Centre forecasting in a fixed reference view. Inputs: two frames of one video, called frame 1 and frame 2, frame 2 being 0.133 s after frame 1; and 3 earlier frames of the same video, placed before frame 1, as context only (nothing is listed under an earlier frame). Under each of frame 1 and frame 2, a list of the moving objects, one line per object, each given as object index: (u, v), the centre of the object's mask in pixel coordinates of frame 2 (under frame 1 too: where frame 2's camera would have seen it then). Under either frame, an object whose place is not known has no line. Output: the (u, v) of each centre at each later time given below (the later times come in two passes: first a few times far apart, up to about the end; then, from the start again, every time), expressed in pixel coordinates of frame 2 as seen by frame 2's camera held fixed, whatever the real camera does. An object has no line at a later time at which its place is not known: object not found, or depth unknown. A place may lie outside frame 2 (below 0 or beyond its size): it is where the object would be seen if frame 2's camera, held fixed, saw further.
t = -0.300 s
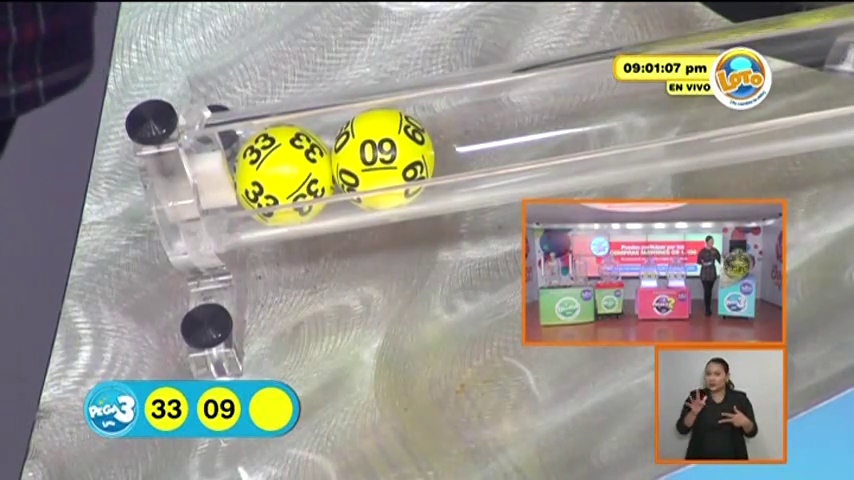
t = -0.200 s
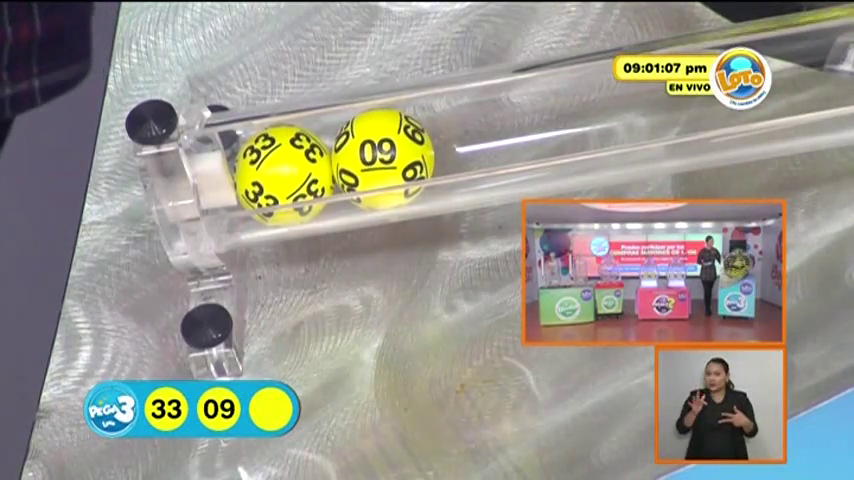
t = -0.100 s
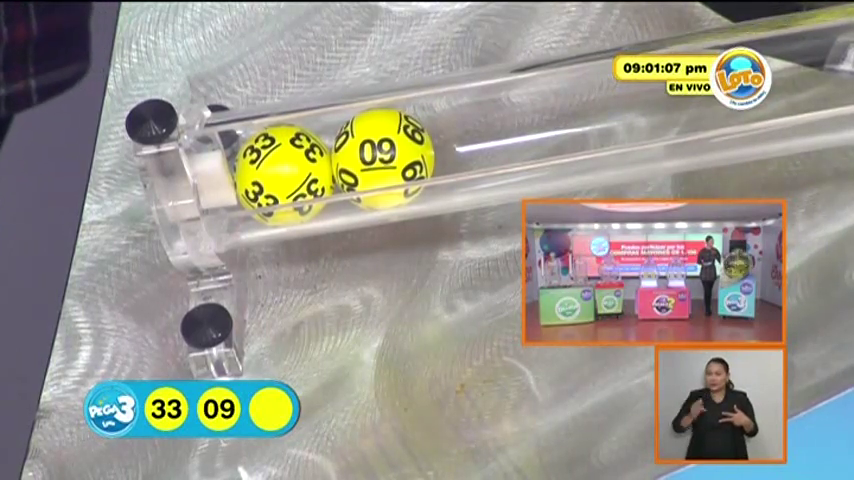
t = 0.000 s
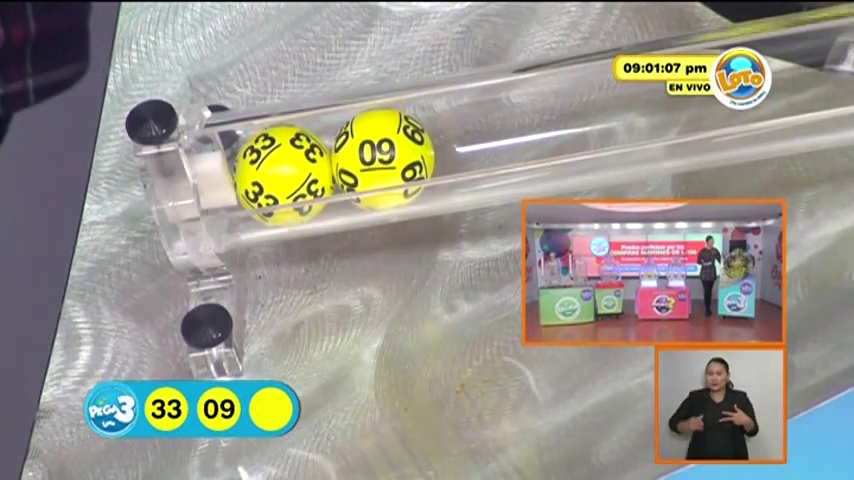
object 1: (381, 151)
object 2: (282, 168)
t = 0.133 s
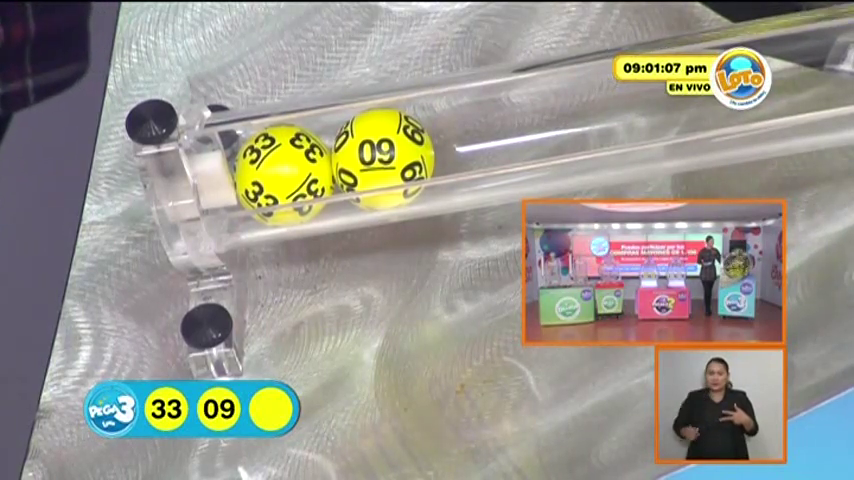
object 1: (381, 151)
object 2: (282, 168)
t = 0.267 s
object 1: (381, 151)
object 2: (282, 168)
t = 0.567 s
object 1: (409, 146)
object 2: (288, 166)
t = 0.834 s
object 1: (381, 151)
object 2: (282, 168)
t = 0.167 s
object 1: (381, 151)
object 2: (282, 168)
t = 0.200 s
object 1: (381, 151)
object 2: (282, 168)
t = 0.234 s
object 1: (381, 151)
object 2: (282, 168)
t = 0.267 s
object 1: (381, 151)
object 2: (282, 168)
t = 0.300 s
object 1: (381, 151)
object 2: (282, 168)
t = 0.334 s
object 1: (381, 151)
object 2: (282, 168)
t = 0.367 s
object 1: (381, 151)
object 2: (282, 168)
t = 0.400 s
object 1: (381, 151)
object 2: (282, 168)
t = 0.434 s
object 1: (381, 151)
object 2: (282, 168)
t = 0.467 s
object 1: (392, 148)
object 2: (289, 164)
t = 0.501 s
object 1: (398, 148)
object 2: (295, 164)
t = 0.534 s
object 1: (405, 147)
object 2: (294, 164)
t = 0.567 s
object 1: (409, 146)
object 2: (288, 166)
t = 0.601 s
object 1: (408, 147)
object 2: (284, 167)
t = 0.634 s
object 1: (406, 147)
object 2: (284, 168)
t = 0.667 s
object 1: (402, 148)
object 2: (283, 168)
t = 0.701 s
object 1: (392, 150)
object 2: (283, 168)
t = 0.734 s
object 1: (382, 151)
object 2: (282, 168)
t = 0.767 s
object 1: (381, 151)
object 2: (281, 167)
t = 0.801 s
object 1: (381, 151)
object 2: (282, 168)
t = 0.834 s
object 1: (381, 151)
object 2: (282, 168)
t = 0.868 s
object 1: (380, 151)
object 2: (282, 168)
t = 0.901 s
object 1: (381, 151)
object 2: (282, 168)
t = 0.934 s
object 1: (381, 151)
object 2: (282, 168)
